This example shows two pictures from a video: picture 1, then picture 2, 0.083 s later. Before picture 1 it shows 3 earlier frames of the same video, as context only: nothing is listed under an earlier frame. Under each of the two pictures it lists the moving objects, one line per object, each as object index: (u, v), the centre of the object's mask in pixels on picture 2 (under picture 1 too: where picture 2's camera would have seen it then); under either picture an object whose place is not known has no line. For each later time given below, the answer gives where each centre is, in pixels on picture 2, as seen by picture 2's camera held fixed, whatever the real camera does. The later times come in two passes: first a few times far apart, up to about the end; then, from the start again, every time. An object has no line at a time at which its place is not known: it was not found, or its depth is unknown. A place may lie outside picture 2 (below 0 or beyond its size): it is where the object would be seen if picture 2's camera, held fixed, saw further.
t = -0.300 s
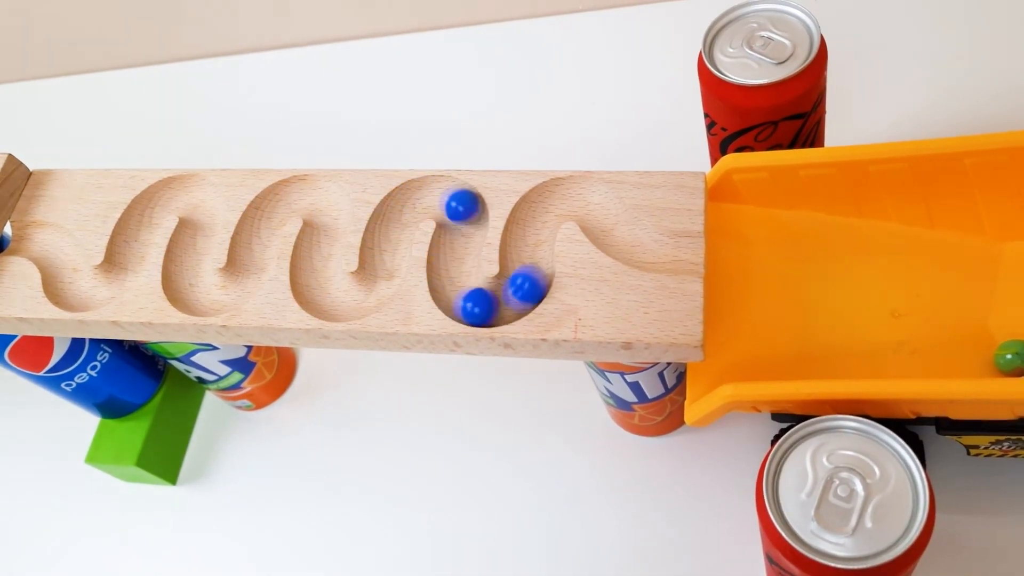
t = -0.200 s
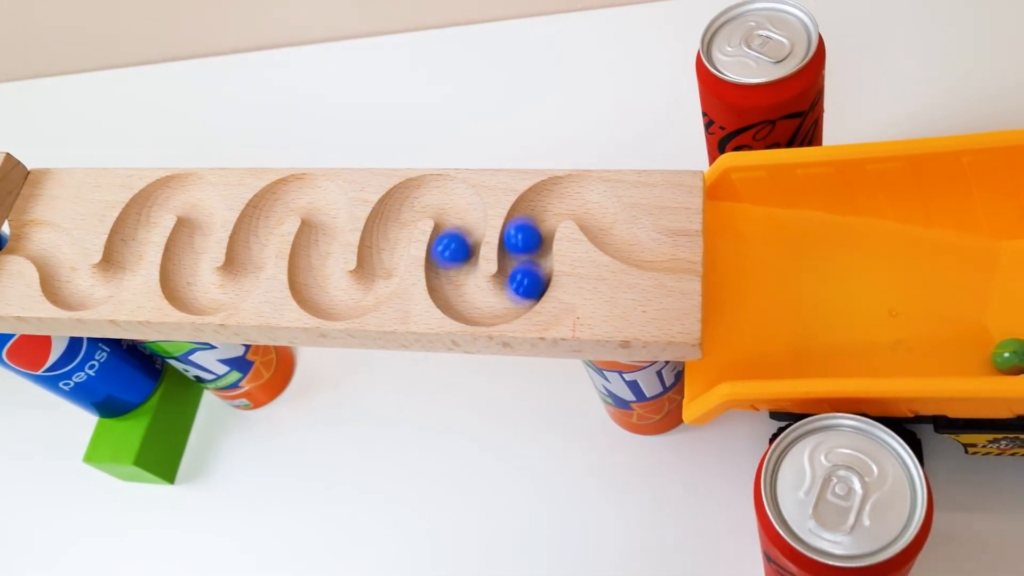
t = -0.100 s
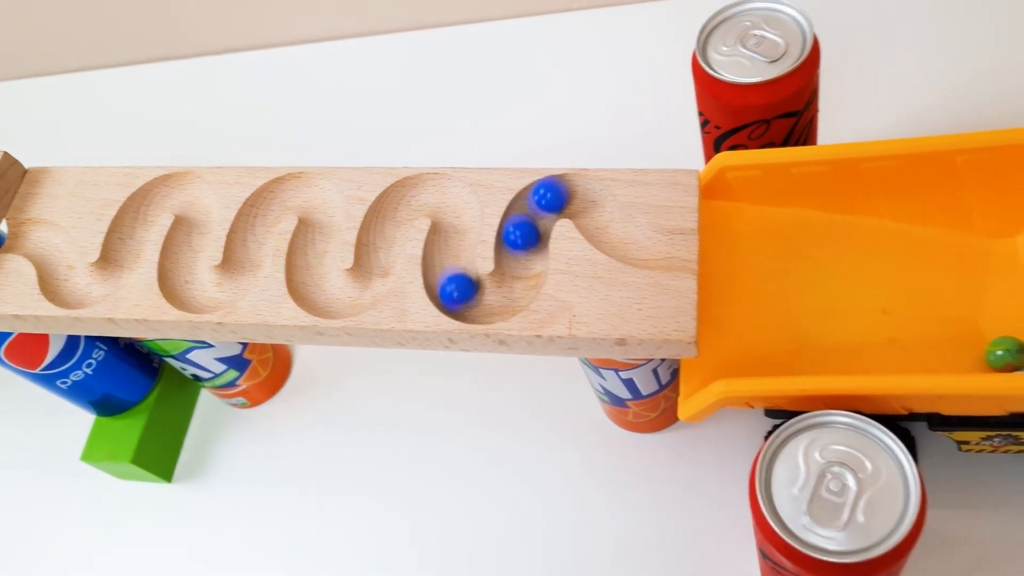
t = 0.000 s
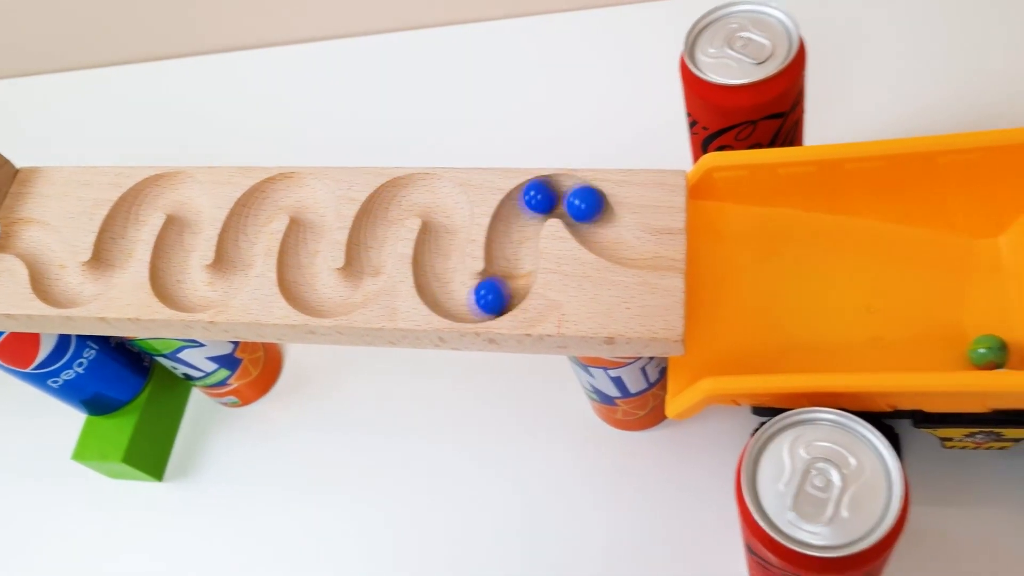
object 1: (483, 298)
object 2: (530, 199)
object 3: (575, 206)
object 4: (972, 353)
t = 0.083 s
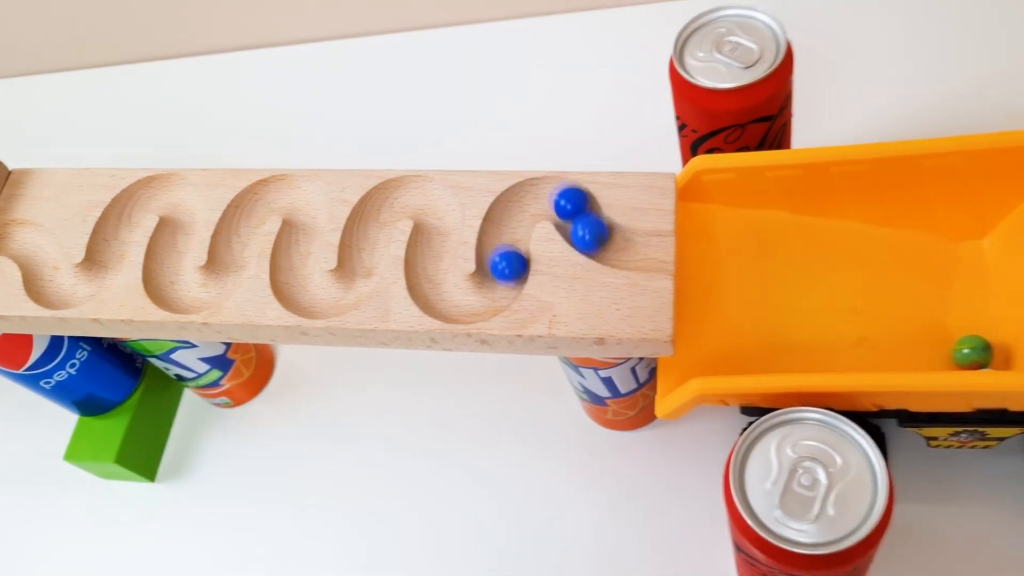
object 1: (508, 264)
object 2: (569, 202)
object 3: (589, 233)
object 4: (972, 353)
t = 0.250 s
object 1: (530, 198)
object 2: (611, 240)
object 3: (693, 256)
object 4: (973, 352)
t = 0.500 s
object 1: (617, 243)
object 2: (763, 294)
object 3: (991, 286)
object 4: (980, 340)
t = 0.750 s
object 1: (813, 308)
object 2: (956, 313)
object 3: (975, 258)
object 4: (991, 290)
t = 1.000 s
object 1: (955, 297)
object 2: (990, 326)
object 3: (959, 240)
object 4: (977, 269)
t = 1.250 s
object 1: (953, 298)
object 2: (986, 321)
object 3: (977, 239)
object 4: (976, 271)
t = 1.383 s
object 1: (953, 301)
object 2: (979, 328)
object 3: (970, 240)
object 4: (970, 271)
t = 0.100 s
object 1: (505, 258)
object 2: (576, 206)
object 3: (593, 237)
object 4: (972, 353)
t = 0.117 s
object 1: (502, 250)
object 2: (581, 211)
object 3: (598, 240)
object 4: (972, 352)
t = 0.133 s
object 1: (500, 242)
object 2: (584, 216)
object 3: (606, 243)
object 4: (973, 352)
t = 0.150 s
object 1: (500, 236)
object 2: (586, 222)
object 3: (618, 245)
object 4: (972, 352)
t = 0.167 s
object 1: (502, 230)
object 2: (587, 228)
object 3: (630, 246)
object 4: (972, 352)
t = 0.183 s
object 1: (506, 224)
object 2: (588, 233)
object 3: (642, 247)
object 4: (972, 352)
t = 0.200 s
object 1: (511, 218)
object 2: (592, 236)
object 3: (654, 249)
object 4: (972, 352)
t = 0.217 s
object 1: (517, 212)
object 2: (596, 238)
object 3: (666, 250)
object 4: (972, 352)
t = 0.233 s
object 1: (523, 205)
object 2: (604, 240)
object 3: (680, 251)
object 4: (973, 352)
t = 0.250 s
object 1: (530, 198)
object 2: (611, 240)
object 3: (693, 256)
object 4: (973, 352)
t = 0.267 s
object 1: (537, 194)
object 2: (619, 241)
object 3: (703, 261)
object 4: (973, 352)
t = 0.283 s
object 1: (544, 193)
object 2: (625, 242)
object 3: (725, 277)
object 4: (972, 352)
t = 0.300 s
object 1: (552, 195)
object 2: (633, 245)
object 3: (735, 285)
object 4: (973, 353)
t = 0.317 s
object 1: (560, 198)
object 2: (640, 248)
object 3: (746, 298)
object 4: (973, 352)
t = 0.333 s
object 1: (567, 202)
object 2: (648, 250)
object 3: (769, 304)
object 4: (973, 352)
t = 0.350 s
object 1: (575, 206)
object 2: (657, 251)
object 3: (792, 306)
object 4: (972, 352)
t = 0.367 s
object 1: (580, 210)
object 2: (665, 252)
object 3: (815, 310)
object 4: (972, 352)
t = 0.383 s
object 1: (583, 215)
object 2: (676, 251)
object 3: (839, 313)
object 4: (972, 351)
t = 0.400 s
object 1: (586, 222)
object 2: (686, 252)
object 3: (863, 315)
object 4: (972, 351)
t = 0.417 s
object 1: (588, 229)
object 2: (694, 256)
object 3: (889, 317)
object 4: (972, 351)
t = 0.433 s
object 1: (590, 235)
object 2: (707, 264)
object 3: (915, 319)
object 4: (972, 351)
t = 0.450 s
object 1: (594, 239)
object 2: (718, 274)
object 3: (941, 318)
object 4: (973, 351)
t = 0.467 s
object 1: (600, 242)
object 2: (730, 287)
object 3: (961, 312)
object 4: (975, 349)
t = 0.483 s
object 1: (609, 243)
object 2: (745, 294)
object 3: (980, 301)
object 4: (978, 343)
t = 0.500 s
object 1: (617, 243)
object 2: (763, 294)
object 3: (991, 286)
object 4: (980, 340)
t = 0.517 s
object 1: (627, 243)
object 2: (782, 297)
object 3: (995, 273)
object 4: (981, 336)
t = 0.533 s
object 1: (635, 244)
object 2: (802, 298)
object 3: (997, 262)
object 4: (982, 332)
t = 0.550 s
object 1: (643, 246)
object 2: (823, 298)
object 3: (995, 255)
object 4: (983, 329)
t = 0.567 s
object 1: (654, 249)
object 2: (844, 299)
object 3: (989, 249)
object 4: (984, 325)
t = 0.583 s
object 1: (664, 251)
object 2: (866, 299)
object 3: (981, 245)
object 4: (984, 321)
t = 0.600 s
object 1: (676, 252)
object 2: (889, 300)
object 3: (974, 237)
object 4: (984, 318)
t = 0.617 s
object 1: (685, 254)
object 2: (912, 302)
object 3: (969, 236)
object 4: (984, 314)
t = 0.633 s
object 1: (696, 258)
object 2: (933, 306)
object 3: (964, 239)
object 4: (986, 310)
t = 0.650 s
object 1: (708, 266)
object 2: (944, 306)
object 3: (960, 244)
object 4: (991, 303)
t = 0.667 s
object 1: (722, 279)
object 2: (947, 306)
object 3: (959, 247)
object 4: (991, 298)
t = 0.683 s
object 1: (734, 294)
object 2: (952, 307)
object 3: (961, 250)
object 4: (992, 295)
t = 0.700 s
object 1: (755, 301)
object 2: (956, 308)
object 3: (964, 254)
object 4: (996, 293)
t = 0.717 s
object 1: (770, 302)
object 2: (958, 309)
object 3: (968, 257)
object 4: (997, 291)
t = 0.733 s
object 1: (799, 306)
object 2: (957, 311)
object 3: (972, 259)
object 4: (995, 289)
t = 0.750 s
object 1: (813, 308)
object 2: (956, 313)
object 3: (975, 258)
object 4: (991, 290)
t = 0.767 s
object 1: (844, 309)
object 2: (955, 315)
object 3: (977, 255)
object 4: (986, 294)
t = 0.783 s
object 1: (865, 309)
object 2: (953, 318)
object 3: (978, 251)
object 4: (982, 295)
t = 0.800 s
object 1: (891, 311)
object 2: (952, 320)
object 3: (979, 249)
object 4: (978, 296)
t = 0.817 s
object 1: (914, 311)
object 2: (953, 323)
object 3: (978, 246)
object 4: (975, 296)
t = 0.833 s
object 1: (918, 308)
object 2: (964, 329)
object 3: (977, 243)
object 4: (975, 292)
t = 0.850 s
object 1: (924, 302)
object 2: (978, 331)
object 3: (977, 241)
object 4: (975, 288)
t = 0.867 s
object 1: (932, 297)
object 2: (986, 329)
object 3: (975, 241)
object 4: (975, 284)
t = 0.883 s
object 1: (942, 295)
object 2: (992, 326)
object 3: (973, 241)
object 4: (977, 279)
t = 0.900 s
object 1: (948, 295)
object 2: (994, 325)
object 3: (971, 241)
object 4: (983, 272)
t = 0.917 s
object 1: (954, 296)
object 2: (993, 324)
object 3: (968, 241)
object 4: (984, 272)
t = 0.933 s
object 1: (957, 298)
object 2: (992, 324)
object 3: (965, 241)
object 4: (983, 272)
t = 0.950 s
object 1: (957, 298)
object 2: (994, 326)
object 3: (963, 241)
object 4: (981, 271)
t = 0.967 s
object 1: (956, 297)
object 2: (993, 326)
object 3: (961, 240)
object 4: (978, 270)
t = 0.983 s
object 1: (956, 297)
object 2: (992, 326)
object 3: (960, 240)
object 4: (978, 270)
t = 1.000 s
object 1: (955, 297)
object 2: (990, 326)
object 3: (959, 240)
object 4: (977, 269)
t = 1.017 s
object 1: (954, 297)
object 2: (988, 326)
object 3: (960, 240)
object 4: (976, 270)
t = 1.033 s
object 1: (953, 297)
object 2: (985, 325)
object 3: (961, 240)
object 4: (976, 270)
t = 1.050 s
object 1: (953, 298)
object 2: (983, 325)
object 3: (963, 240)
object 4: (976, 271)
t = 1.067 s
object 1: (953, 298)
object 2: (981, 324)
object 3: (965, 240)
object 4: (976, 271)
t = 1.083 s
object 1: (953, 298)
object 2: (981, 324)
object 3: (967, 240)
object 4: (976, 272)
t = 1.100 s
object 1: (953, 298)
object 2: (981, 324)
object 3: (970, 240)
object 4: (977, 272)
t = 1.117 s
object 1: (954, 298)
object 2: (982, 323)
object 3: (972, 240)
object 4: (977, 272)
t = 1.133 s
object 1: (954, 298)
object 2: (983, 323)
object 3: (973, 240)
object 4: (977, 271)
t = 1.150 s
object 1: (954, 298)
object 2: (984, 322)
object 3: (975, 240)
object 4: (977, 271)
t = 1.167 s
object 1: (954, 298)
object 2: (984, 321)
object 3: (976, 240)
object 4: (977, 271)
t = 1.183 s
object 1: (953, 298)
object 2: (985, 321)
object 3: (976, 240)
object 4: (977, 271)
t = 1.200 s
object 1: (953, 297)
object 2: (986, 321)
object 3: (977, 239)
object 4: (977, 271)
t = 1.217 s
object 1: (954, 297)
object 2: (986, 321)
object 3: (977, 239)
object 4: (977, 271)
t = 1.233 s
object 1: (953, 298)
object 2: (986, 321)
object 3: (977, 239)
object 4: (976, 271)
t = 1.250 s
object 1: (953, 298)
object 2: (986, 321)
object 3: (977, 239)
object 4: (976, 271)
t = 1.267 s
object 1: (953, 298)
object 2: (986, 322)
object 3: (977, 239)
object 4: (975, 271)
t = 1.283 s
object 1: (953, 298)
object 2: (985, 322)
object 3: (976, 239)
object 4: (975, 271)
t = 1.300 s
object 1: (953, 299)
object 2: (985, 323)
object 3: (976, 239)
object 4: (975, 271)
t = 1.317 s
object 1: (953, 299)
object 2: (984, 324)
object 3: (975, 239)
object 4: (974, 271)
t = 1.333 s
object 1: (953, 299)
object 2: (983, 325)
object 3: (974, 239)
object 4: (973, 271)
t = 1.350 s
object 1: (953, 300)
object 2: (981, 326)
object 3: (973, 239)
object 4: (972, 271)
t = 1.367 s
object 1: (953, 300)
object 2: (980, 327)
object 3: (972, 239)
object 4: (971, 271)
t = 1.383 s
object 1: (953, 301)
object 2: (979, 328)
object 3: (970, 240)
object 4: (970, 271)
